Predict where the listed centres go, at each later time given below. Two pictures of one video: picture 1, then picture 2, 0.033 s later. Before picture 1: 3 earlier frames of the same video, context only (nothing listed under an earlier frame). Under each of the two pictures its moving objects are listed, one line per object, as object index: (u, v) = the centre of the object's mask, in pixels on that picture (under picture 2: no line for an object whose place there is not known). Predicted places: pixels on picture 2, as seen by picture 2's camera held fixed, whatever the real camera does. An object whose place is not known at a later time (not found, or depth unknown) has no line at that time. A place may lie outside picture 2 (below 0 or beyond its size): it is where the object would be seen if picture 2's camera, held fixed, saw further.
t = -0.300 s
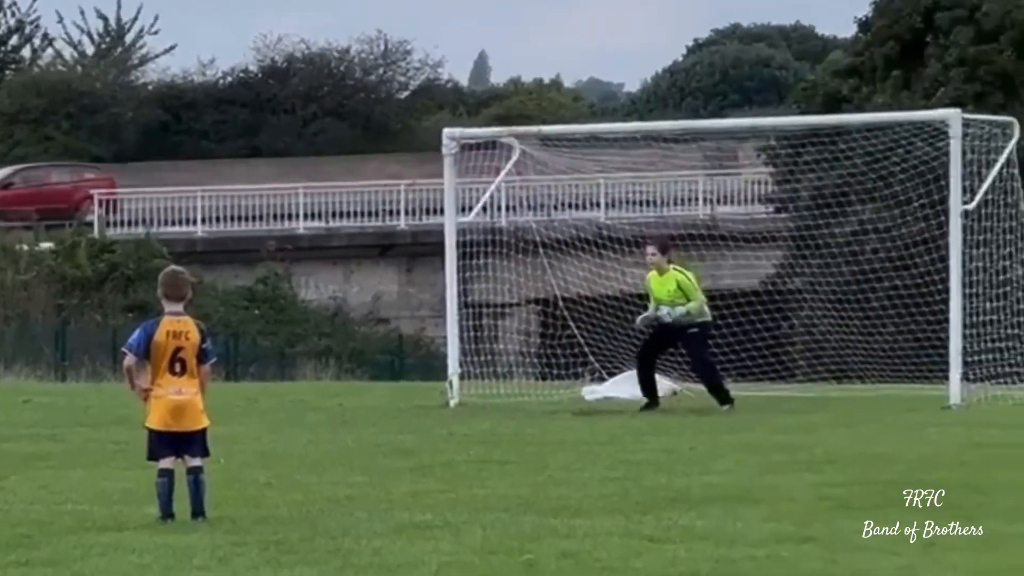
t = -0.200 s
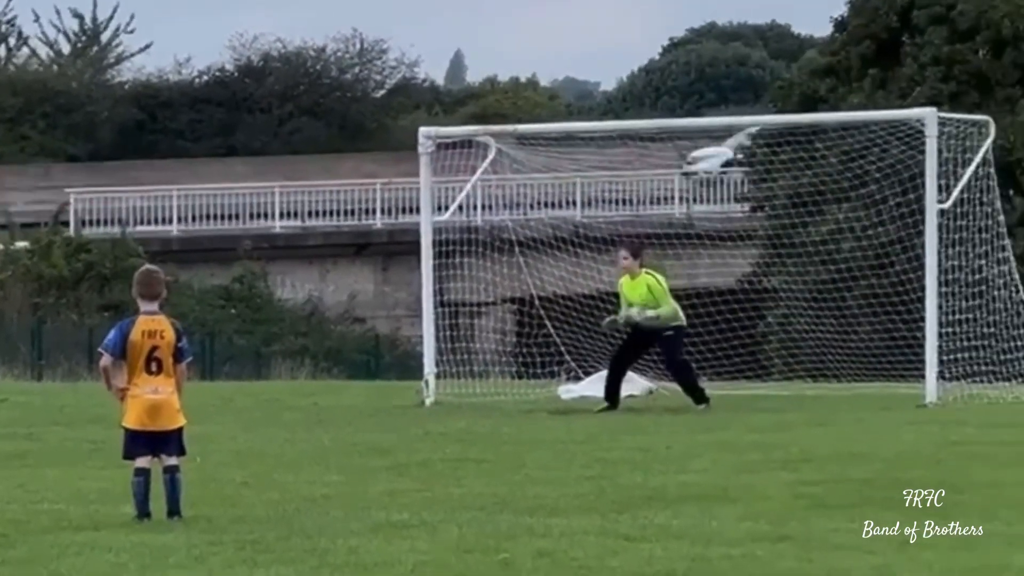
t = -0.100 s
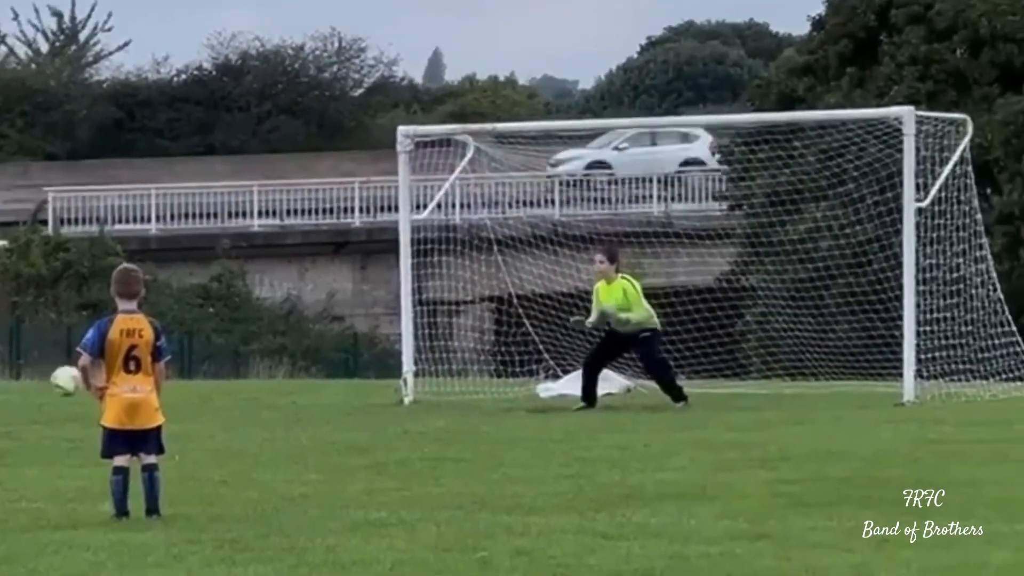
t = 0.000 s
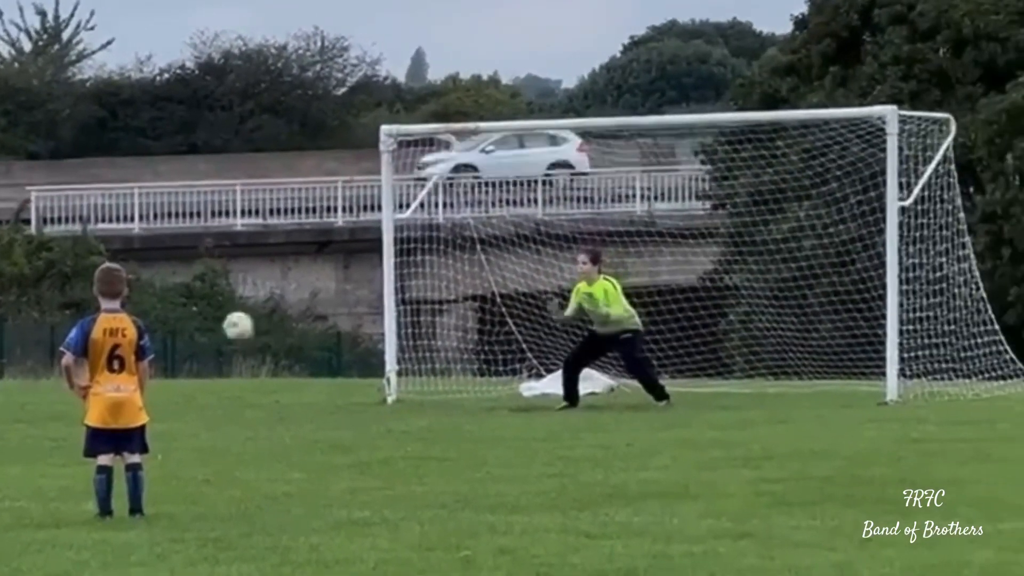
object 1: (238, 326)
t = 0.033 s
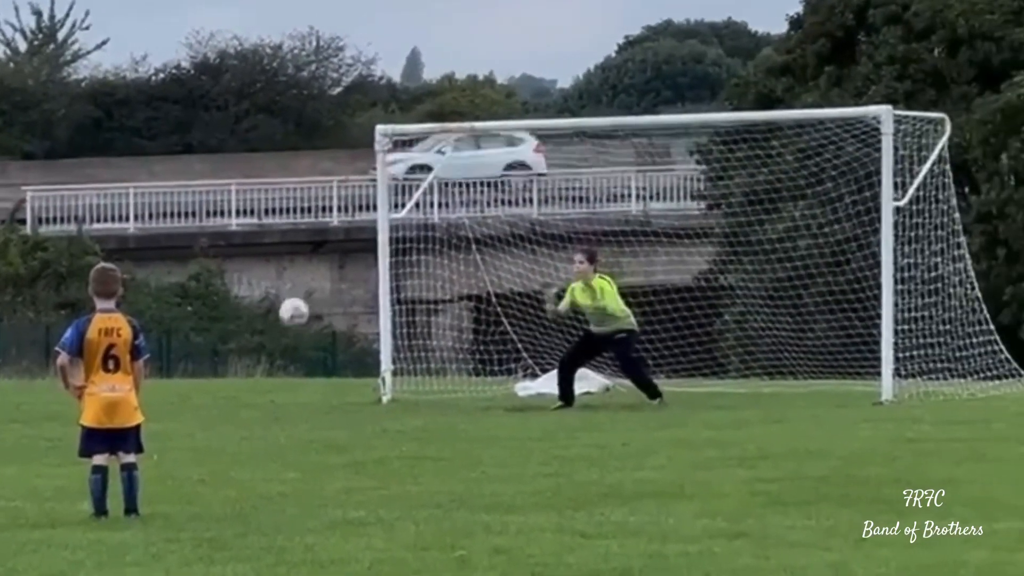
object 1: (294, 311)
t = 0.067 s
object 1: (353, 299)
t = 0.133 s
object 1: (469, 282)
